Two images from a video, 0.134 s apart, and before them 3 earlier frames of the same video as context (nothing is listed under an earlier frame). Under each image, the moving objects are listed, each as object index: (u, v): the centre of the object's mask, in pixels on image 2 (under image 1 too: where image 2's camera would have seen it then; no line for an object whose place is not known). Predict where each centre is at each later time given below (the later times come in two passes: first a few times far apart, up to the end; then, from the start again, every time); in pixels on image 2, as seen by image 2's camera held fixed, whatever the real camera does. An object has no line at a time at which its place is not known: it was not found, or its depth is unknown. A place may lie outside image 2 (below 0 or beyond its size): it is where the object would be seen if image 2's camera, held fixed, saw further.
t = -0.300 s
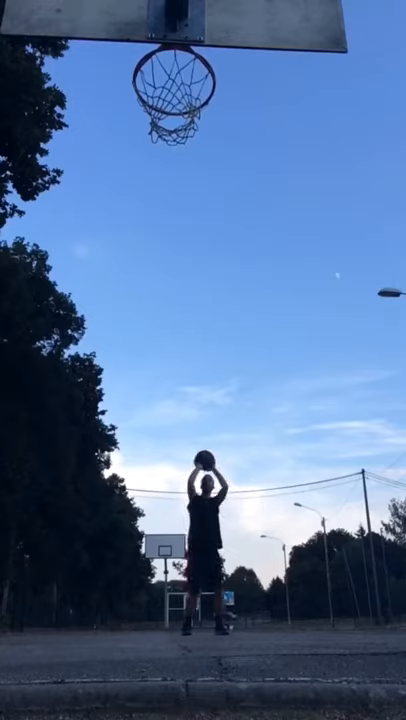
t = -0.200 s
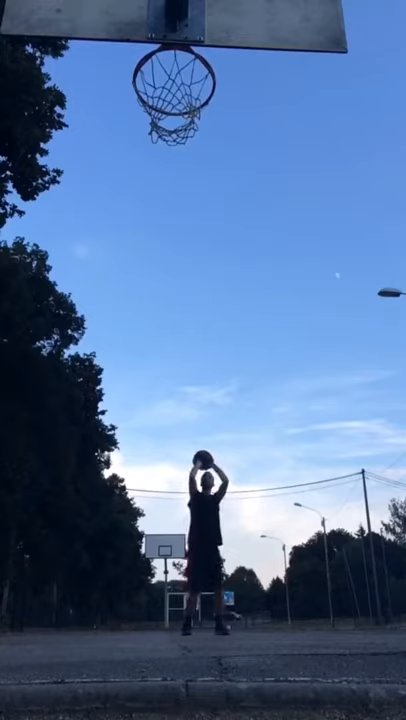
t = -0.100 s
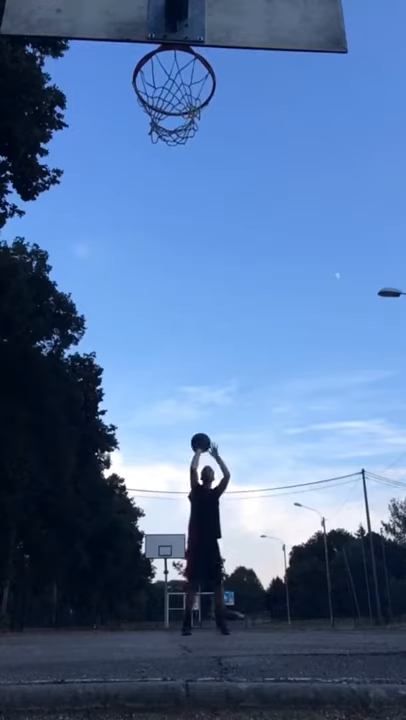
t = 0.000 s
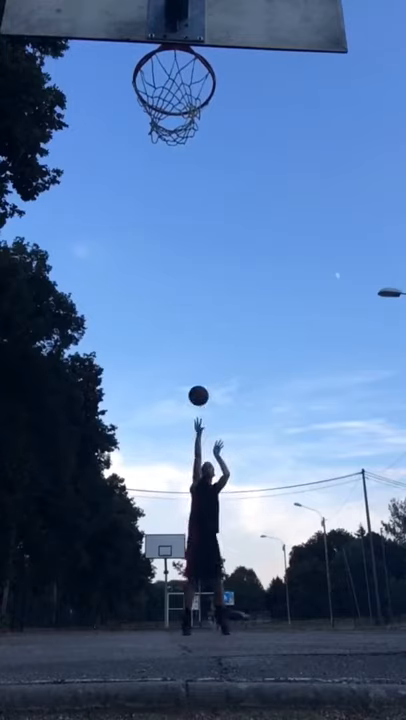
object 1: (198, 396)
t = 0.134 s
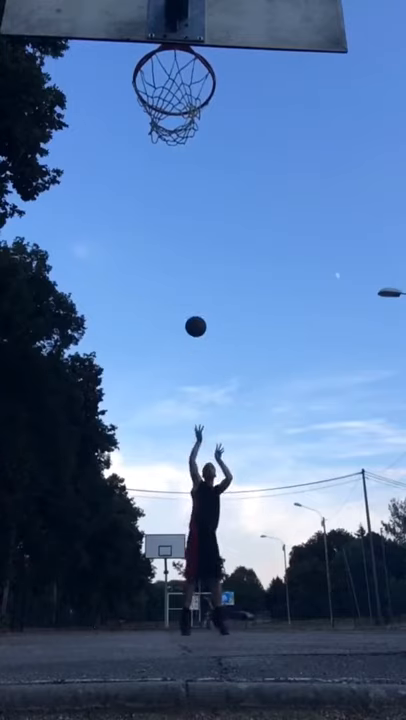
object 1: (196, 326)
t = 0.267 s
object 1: (193, 266)
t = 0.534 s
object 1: (186, 168)
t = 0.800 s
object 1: (174, 103)
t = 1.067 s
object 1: (158, 86)
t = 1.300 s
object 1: (205, 123)
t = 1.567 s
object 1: (274, 292)
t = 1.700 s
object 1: (328, 471)
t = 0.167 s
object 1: (195, 310)
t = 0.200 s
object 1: (194, 295)
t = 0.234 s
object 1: (193, 280)
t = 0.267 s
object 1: (193, 266)
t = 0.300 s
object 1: (192, 252)
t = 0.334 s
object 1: (191, 239)
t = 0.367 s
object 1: (190, 226)
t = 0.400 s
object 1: (189, 214)
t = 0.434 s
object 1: (188, 201)
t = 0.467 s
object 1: (188, 190)
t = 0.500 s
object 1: (186, 179)
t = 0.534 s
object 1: (186, 168)
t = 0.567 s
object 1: (184, 158)
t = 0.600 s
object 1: (183, 149)
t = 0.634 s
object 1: (182, 140)
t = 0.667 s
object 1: (181, 131)
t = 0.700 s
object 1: (179, 123)
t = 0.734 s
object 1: (178, 116)
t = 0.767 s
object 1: (176, 109)
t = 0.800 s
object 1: (174, 103)
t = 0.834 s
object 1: (172, 98)
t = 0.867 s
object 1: (170, 94)
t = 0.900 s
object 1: (168, 89)
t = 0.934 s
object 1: (166, 87)
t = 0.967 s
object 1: (163, 84)
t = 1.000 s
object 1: (160, 83)
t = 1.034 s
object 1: (156, 84)
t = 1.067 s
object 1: (158, 86)
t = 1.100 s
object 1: (164, 85)
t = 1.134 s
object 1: (171, 88)
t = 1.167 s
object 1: (177, 91)
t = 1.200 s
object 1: (184, 97)
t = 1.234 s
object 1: (191, 104)
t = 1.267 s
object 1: (198, 112)
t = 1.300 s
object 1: (205, 123)
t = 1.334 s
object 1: (212, 135)
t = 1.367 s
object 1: (220, 149)
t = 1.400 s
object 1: (227, 166)
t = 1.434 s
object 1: (236, 185)
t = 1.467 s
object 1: (245, 207)
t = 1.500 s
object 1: (254, 232)
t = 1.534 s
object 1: (264, 260)
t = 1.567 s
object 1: (274, 292)
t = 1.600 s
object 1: (286, 329)
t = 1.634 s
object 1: (298, 370)
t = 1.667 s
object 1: (312, 417)
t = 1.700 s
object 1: (328, 471)
